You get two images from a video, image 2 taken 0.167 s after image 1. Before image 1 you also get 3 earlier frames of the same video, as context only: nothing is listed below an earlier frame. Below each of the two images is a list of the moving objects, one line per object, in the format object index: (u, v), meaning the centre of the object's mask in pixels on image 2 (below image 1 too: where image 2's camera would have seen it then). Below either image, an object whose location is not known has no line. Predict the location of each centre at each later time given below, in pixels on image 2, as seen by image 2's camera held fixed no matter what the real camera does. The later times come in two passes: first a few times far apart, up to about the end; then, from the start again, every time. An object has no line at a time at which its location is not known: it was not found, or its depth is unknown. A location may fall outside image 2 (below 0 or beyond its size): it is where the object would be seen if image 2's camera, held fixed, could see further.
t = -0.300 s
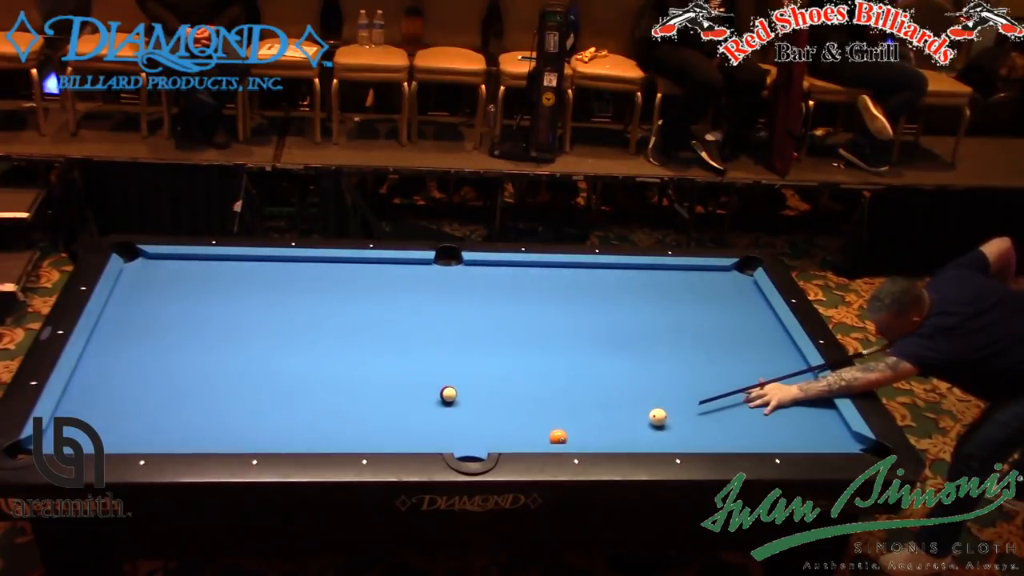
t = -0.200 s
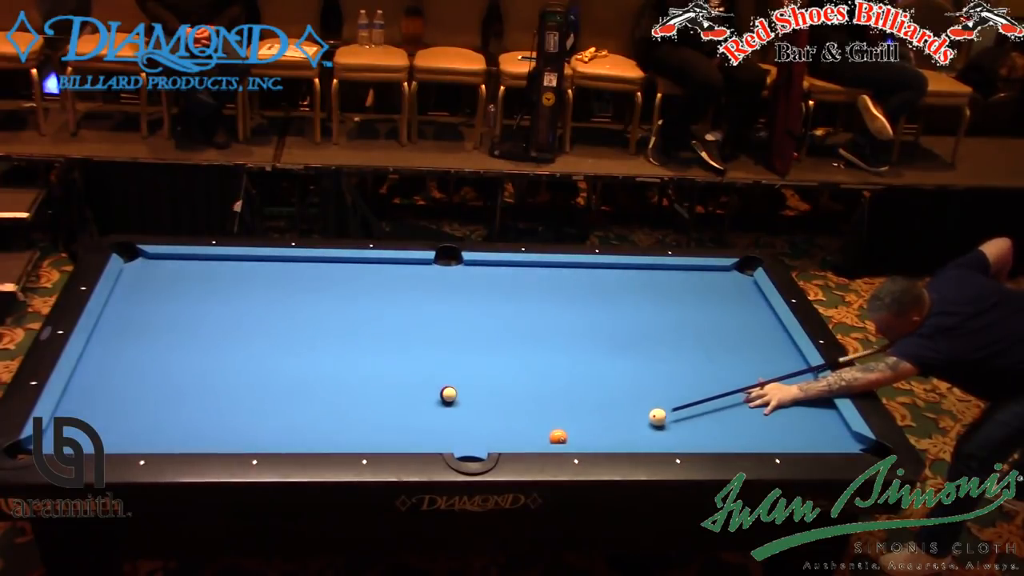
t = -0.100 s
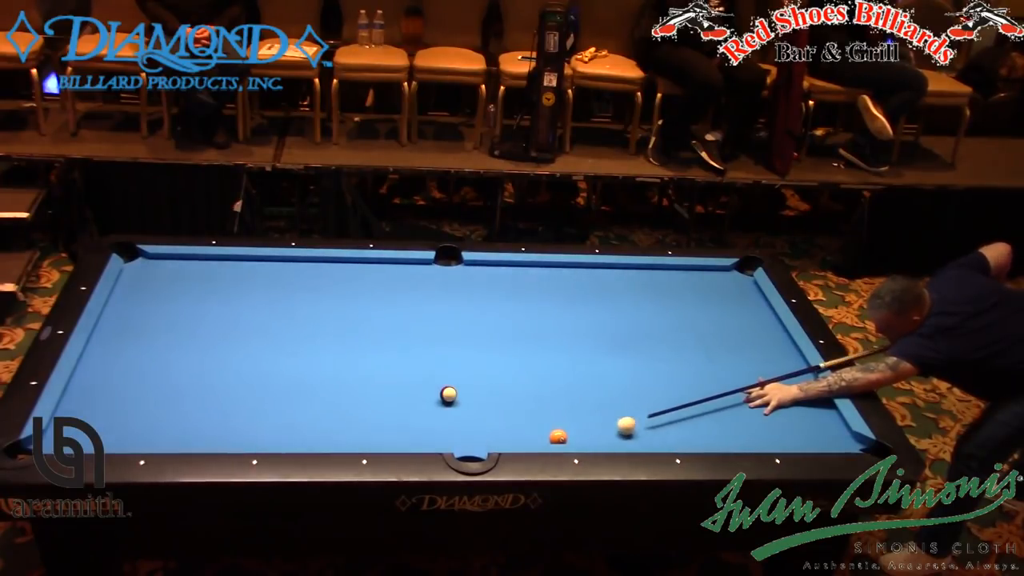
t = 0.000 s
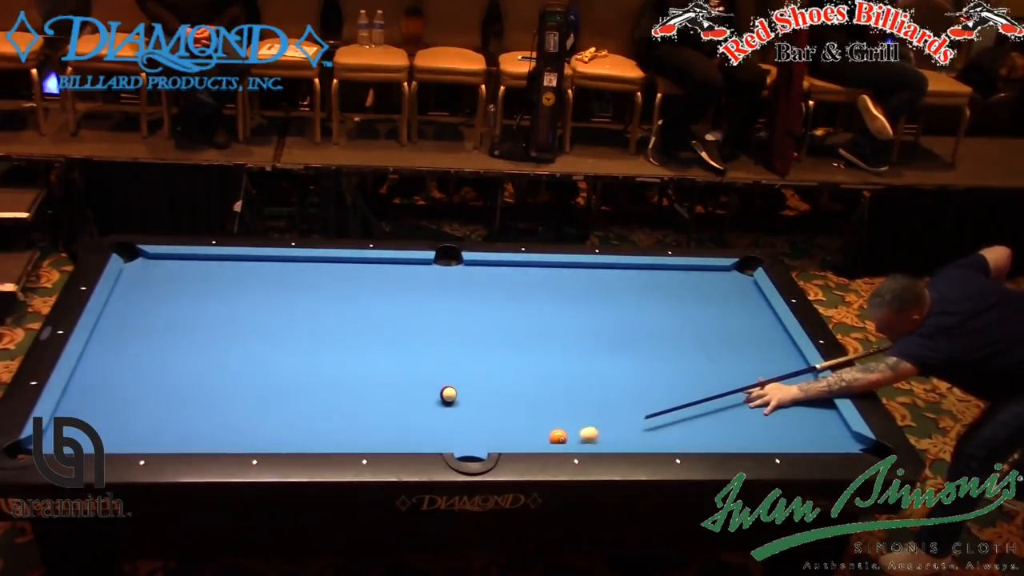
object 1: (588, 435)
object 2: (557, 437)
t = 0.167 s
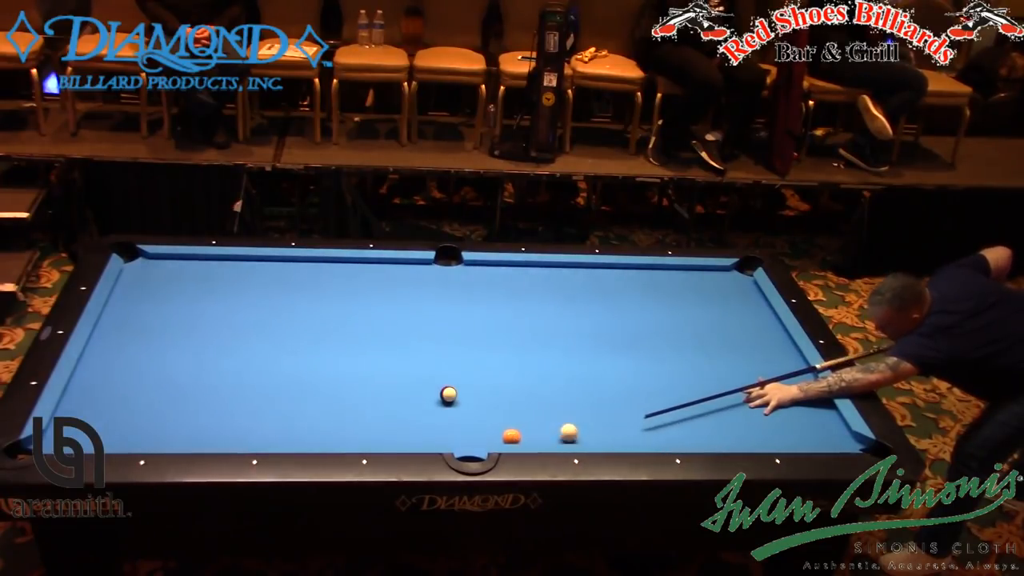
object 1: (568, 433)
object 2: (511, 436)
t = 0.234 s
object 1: (562, 430)
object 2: (492, 437)
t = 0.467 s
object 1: (537, 417)
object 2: (430, 436)
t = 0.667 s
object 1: (517, 406)
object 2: (377, 436)
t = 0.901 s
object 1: (495, 394)
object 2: (316, 435)
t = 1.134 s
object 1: (475, 384)
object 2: (256, 435)
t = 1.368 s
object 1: (457, 373)
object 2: (197, 435)
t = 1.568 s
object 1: (442, 366)
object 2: (147, 435)
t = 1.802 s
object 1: (426, 357)
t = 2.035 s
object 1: (412, 349)
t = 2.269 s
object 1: (398, 341)
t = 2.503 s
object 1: (386, 335)
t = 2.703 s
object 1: (376, 329)
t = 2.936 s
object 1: (366, 323)
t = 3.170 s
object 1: (356, 318)
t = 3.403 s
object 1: (348, 313)
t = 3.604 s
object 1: (341, 309)
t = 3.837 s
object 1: (334, 305)
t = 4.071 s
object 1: (328, 302)
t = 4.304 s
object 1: (323, 298)
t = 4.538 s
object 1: (319, 296)
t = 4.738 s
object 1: (316, 294)
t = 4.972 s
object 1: (314, 292)
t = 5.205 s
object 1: (312, 290)
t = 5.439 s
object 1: (310, 289)
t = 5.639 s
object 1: (309, 288)
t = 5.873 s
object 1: (309, 288)
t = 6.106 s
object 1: (309, 288)
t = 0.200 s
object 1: (565, 431)
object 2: (501, 436)
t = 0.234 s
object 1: (562, 430)
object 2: (492, 437)
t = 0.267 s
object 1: (558, 428)
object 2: (483, 438)
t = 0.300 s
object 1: (554, 426)
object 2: (474, 438)
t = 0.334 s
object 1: (550, 424)
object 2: (465, 438)
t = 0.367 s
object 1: (547, 422)
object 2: (456, 438)
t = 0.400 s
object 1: (544, 420)
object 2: (448, 436)
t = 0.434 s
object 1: (540, 419)
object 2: (438, 436)
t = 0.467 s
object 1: (537, 417)
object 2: (430, 436)
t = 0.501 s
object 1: (533, 415)
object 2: (421, 436)
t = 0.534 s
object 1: (530, 413)
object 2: (412, 436)
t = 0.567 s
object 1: (526, 411)
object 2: (403, 436)
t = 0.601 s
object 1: (523, 410)
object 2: (395, 436)
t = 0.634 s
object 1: (520, 408)
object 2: (386, 436)
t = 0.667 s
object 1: (517, 406)
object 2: (377, 436)
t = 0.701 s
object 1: (513, 404)
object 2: (368, 436)
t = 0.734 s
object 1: (510, 403)
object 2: (359, 436)
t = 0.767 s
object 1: (507, 401)
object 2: (351, 435)
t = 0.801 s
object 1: (504, 399)
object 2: (342, 435)
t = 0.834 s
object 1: (501, 398)
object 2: (334, 435)
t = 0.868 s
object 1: (498, 396)
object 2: (325, 435)
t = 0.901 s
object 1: (495, 394)
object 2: (316, 435)
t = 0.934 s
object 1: (492, 393)
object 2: (308, 435)
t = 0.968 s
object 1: (489, 391)
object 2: (299, 435)
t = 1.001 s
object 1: (486, 390)
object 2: (290, 435)
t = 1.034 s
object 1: (484, 388)
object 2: (282, 435)
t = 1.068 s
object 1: (481, 386)
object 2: (273, 435)
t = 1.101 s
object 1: (478, 385)
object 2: (265, 435)
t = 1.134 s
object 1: (475, 384)
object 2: (256, 435)
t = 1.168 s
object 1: (473, 382)
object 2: (247, 435)
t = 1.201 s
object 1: (470, 381)
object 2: (239, 435)
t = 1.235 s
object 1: (467, 379)
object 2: (230, 435)
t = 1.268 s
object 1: (465, 378)
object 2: (222, 435)
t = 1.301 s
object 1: (462, 376)
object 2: (214, 435)
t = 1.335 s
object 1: (460, 375)
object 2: (205, 435)
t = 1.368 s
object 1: (457, 373)
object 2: (197, 435)
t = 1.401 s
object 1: (454, 372)
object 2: (188, 435)
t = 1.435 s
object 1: (452, 371)
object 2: (180, 435)
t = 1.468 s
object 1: (449, 369)
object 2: (171, 435)
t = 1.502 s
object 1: (447, 368)
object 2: (163, 435)
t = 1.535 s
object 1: (444, 367)
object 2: (155, 435)
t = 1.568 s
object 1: (442, 366)
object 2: (147, 435)
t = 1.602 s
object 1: (440, 364)
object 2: (138, 435)
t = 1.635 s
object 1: (437, 363)
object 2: (130, 435)
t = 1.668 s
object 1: (435, 361)
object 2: (122, 435)
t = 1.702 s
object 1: (433, 360)
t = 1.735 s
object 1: (431, 359)
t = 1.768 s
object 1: (428, 358)
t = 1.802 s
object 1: (426, 357)
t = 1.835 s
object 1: (424, 355)
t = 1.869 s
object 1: (422, 354)
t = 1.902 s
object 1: (420, 353)
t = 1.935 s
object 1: (418, 352)
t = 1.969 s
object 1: (416, 351)
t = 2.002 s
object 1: (414, 350)
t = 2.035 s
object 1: (412, 349)
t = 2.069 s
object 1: (410, 347)
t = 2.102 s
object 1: (408, 347)
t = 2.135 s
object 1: (406, 345)
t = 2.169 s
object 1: (404, 344)
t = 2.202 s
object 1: (402, 343)
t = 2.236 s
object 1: (400, 342)
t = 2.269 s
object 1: (398, 341)
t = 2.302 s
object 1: (396, 340)
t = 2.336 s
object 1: (394, 339)
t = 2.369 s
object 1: (393, 338)
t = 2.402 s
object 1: (391, 337)
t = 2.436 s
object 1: (389, 336)
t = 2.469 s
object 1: (387, 335)
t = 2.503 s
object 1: (386, 335)
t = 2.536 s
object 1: (384, 333)
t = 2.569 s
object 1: (383, 332)
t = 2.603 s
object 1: (381, 332)
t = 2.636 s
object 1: (379, 331)
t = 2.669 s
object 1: (378, 330)
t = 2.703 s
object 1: (376, 329)
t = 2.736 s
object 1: (374, 328)
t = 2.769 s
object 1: (373, 327)
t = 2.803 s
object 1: (371, 326)
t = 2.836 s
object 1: (370, 325)
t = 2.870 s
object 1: (368, 325)
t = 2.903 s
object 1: (367, 324)
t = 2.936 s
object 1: (366, 323)
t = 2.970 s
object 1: (364, 322)
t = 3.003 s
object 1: (363, 322)
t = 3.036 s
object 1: (361, 321)
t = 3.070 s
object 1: (360, 320)
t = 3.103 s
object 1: (359, 319)
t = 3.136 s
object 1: (357, 318)
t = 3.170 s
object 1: (356, 318)
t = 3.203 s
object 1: (355, 317)
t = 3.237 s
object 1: (354, 316)
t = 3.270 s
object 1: (352, 316)
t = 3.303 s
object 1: (351, 315)
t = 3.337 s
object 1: (350, 314)
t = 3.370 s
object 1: (349, 314)
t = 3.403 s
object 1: (348, 313)
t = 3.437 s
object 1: (346, 312)
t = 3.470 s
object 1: (345, 312)
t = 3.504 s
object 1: (344, 311)
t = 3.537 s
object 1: (343, 310)
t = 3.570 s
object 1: (342, 310)
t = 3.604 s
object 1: (341, 309)
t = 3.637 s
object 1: (340, 308)
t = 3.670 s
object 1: (339, 308)
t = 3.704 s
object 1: (338, 307)
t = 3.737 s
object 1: (337, 307)
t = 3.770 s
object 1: (336, 306)
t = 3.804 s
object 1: (335, 306)
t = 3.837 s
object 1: (334, 305)
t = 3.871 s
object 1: (333, 305)
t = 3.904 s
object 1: (332, 304)
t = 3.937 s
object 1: (332, 303)
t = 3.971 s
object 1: (331, 303)
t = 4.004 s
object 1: (330, 303)
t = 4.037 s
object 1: (329, 302)
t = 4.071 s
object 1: (328, 302)
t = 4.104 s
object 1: (328, 301)
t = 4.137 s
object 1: (327, 301)
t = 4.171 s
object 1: (326, 300)
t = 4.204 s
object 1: (325, 300)
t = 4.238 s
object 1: (325, 299)
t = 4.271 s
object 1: (324, 299)
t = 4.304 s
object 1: (323, 298)
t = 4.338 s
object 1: (323, 298)
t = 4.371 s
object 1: (322, 298)
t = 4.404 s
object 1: (322, 297)
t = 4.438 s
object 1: (321, 297)
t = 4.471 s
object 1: (320, 296)
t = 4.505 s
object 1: (320, 296)
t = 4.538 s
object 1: (319, 296)
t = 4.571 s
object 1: (319, 295)
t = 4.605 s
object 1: (318, 295)
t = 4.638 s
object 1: (318, 295)
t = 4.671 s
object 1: (317, 295)
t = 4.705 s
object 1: (317, 294)
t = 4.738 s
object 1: (316, 294)
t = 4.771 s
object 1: (316, 293)
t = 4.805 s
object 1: (316, 293)
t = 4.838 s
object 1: (315, 293)
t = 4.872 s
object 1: (315, 293)
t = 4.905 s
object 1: (315, 292)
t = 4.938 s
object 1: (314, 292)
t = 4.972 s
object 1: (314, 292)
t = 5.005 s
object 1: (314, 292)
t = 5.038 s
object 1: (313, 291)
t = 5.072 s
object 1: (313, 291)
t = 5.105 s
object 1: (313, 291)
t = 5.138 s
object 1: (312, 291)
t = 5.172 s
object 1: (312, 291)
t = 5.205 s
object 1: (312, 290)
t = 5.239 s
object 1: (312, 290)
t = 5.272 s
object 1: (311, 290)
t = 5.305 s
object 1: (311, 290)
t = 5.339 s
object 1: (311, 290)
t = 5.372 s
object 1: (311, 290)
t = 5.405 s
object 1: (310, 289)
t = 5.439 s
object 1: (310, 289)
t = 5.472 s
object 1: (310, 289)
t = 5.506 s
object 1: (310, 289)
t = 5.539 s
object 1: (310, 289)
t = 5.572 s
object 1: (310, 289)
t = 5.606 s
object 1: (310, 289)
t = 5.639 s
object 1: (309, 288)
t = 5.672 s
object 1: (309, 288)
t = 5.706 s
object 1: (309, 288)
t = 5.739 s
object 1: (309, 288)
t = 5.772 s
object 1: (309, 288)
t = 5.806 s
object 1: (309, 288)
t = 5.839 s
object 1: (309, 288)
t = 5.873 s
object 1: (309, 288)
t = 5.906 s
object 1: (309, 288)
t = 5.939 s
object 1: (309, 288)
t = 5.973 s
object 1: (309, 288)
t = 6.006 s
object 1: (309, 288)
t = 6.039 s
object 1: (309, 288)
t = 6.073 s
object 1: (309, 288)
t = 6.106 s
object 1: (309, 288)
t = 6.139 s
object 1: (309, 288)
